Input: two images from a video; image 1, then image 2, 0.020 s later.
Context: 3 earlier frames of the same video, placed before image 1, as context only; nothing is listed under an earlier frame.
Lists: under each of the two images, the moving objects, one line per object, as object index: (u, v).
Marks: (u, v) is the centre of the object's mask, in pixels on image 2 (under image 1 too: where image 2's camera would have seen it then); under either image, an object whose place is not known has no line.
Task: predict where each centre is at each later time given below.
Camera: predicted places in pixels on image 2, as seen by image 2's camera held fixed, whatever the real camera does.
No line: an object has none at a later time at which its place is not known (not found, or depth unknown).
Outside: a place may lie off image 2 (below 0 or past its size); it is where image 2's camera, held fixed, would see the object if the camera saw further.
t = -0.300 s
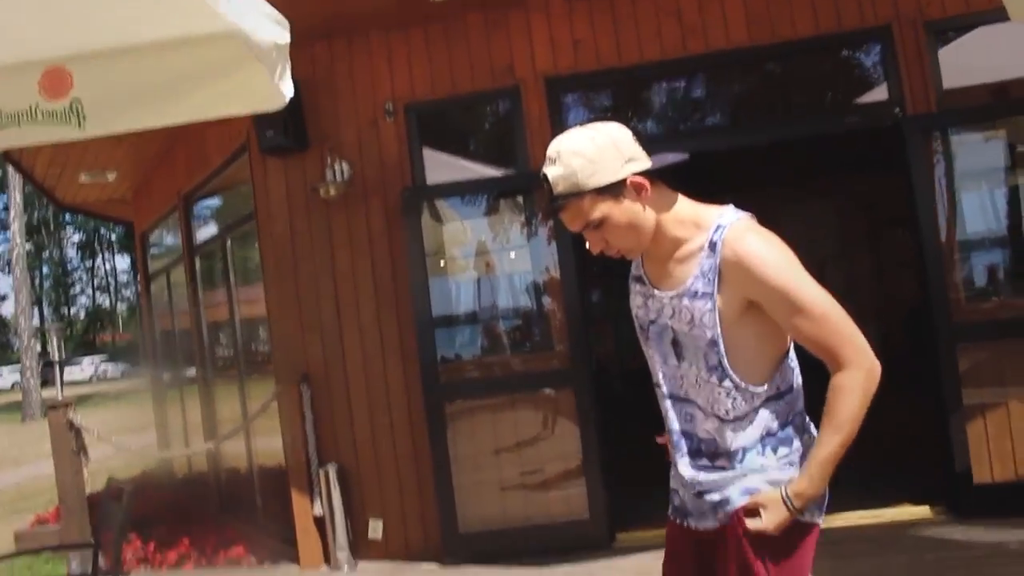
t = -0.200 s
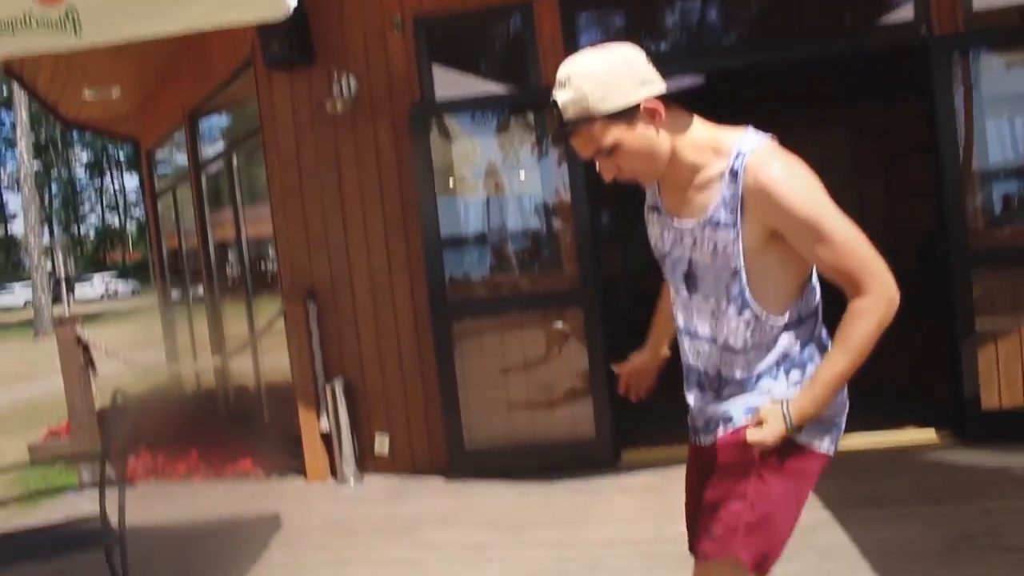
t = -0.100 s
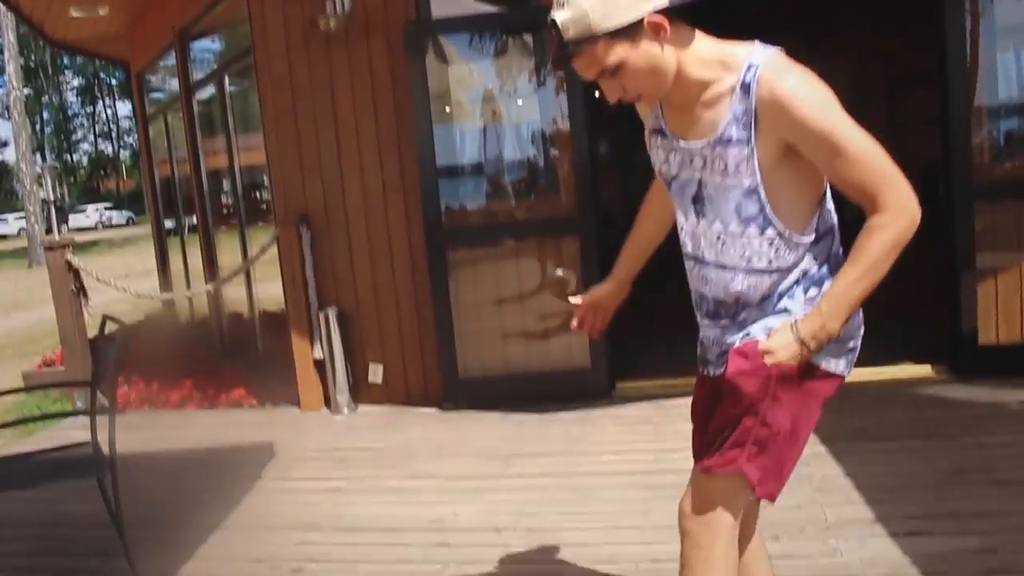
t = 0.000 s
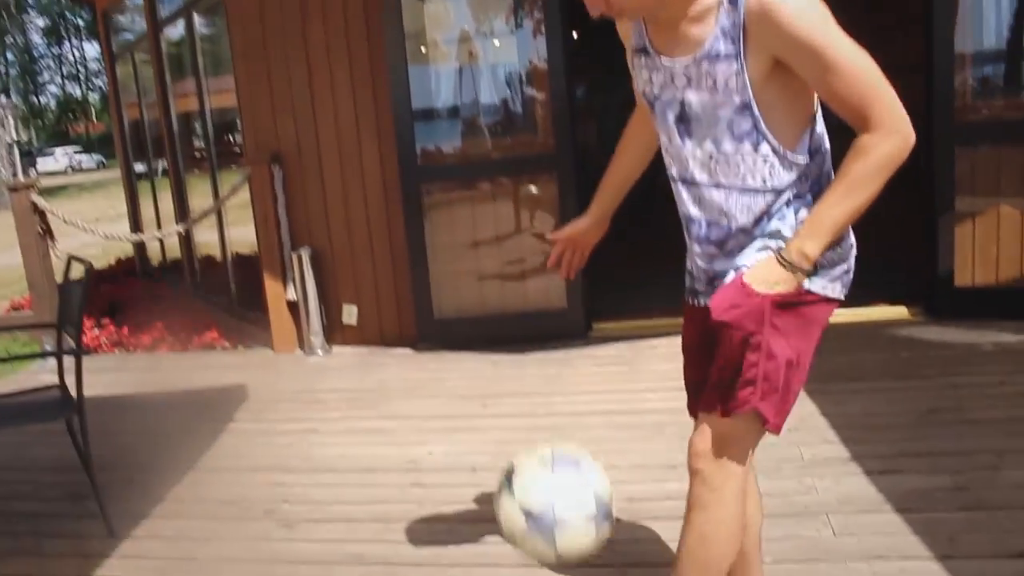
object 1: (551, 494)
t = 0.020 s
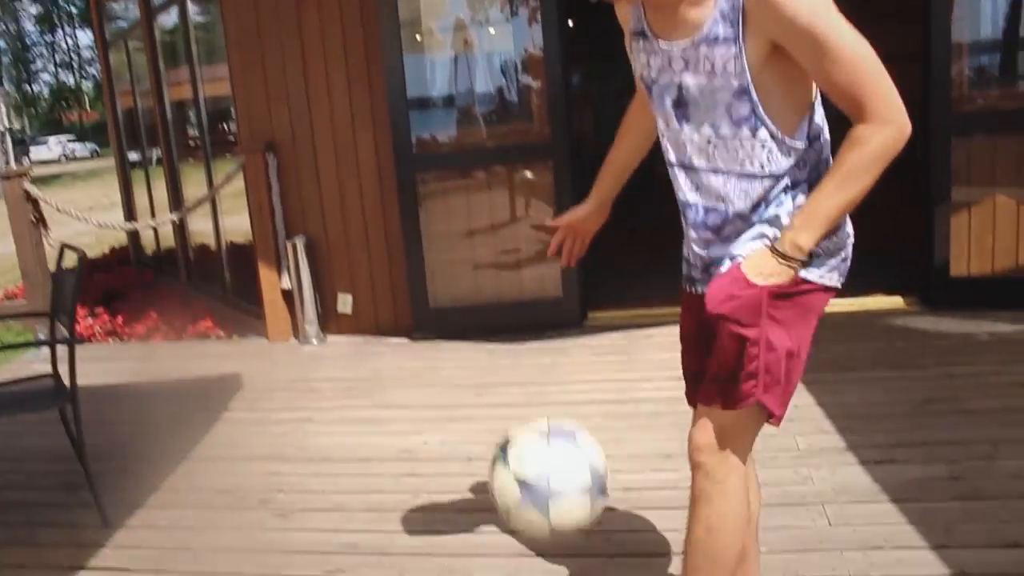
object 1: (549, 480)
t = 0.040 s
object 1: (547, 465)
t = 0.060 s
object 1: (546, 452)
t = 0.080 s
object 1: (545, 442)
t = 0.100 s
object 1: (544, 434)
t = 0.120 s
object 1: (543, 427)
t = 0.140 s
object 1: (543, 424)
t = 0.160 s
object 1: (543, 422)
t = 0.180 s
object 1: (542, 421)
